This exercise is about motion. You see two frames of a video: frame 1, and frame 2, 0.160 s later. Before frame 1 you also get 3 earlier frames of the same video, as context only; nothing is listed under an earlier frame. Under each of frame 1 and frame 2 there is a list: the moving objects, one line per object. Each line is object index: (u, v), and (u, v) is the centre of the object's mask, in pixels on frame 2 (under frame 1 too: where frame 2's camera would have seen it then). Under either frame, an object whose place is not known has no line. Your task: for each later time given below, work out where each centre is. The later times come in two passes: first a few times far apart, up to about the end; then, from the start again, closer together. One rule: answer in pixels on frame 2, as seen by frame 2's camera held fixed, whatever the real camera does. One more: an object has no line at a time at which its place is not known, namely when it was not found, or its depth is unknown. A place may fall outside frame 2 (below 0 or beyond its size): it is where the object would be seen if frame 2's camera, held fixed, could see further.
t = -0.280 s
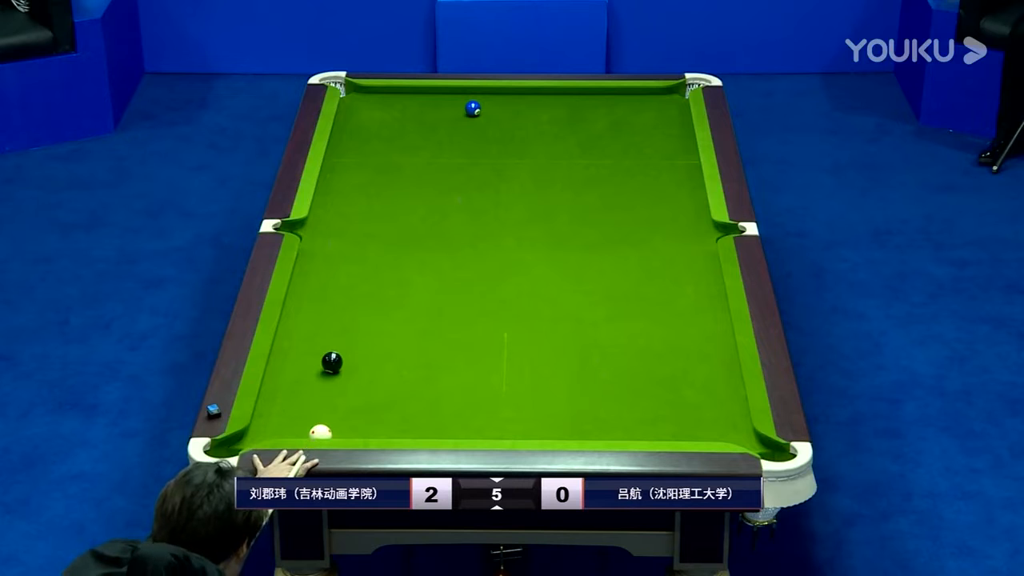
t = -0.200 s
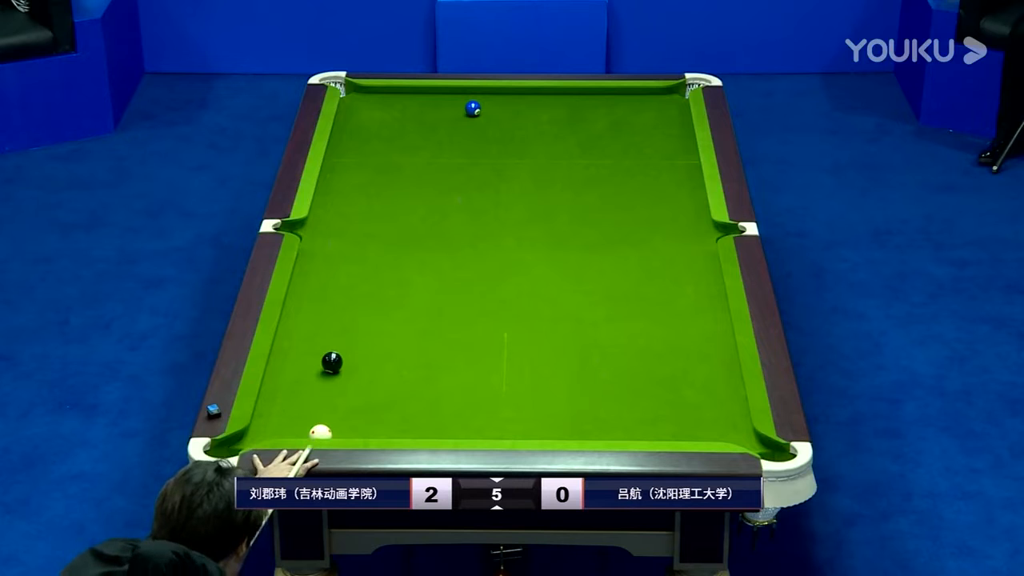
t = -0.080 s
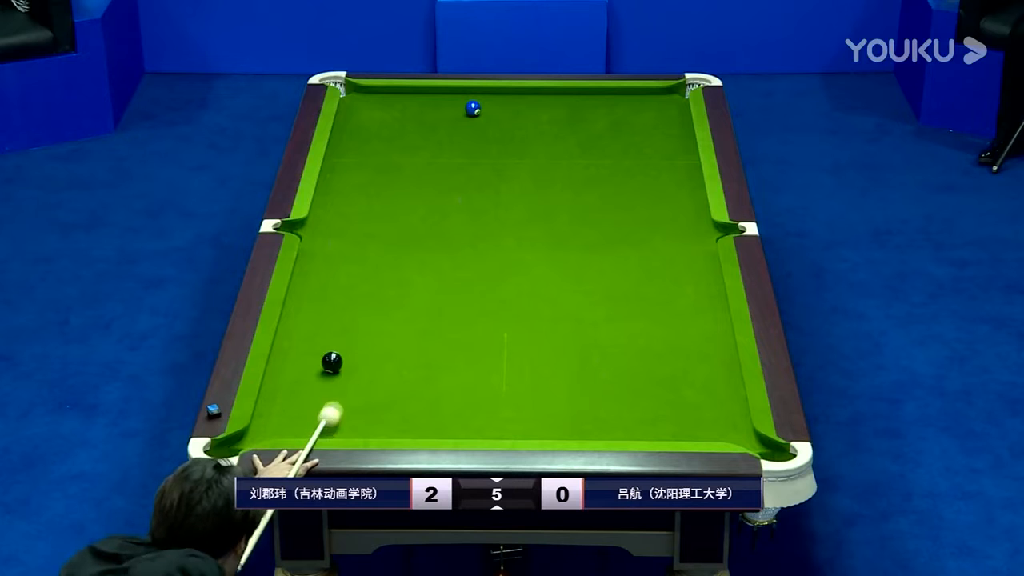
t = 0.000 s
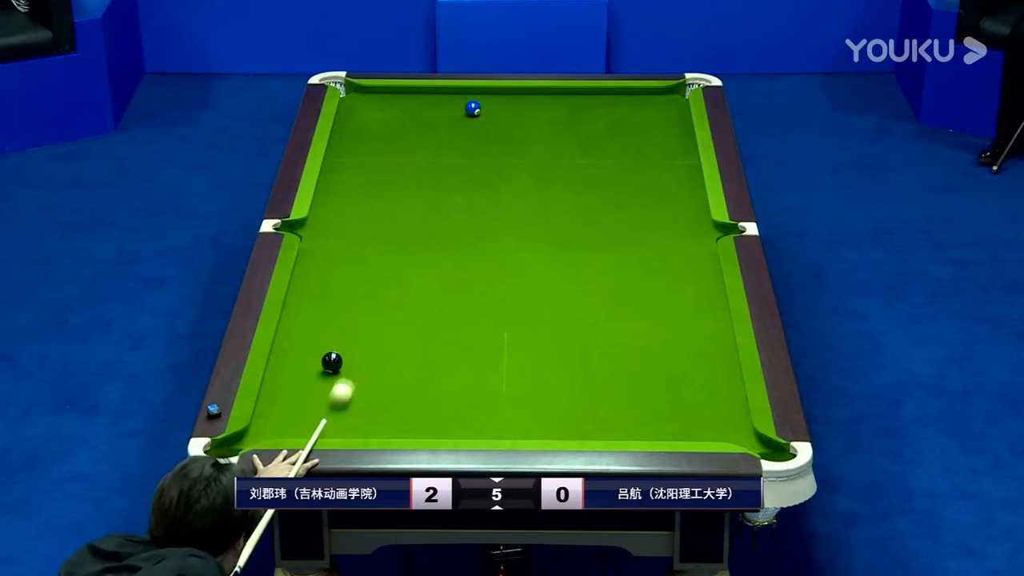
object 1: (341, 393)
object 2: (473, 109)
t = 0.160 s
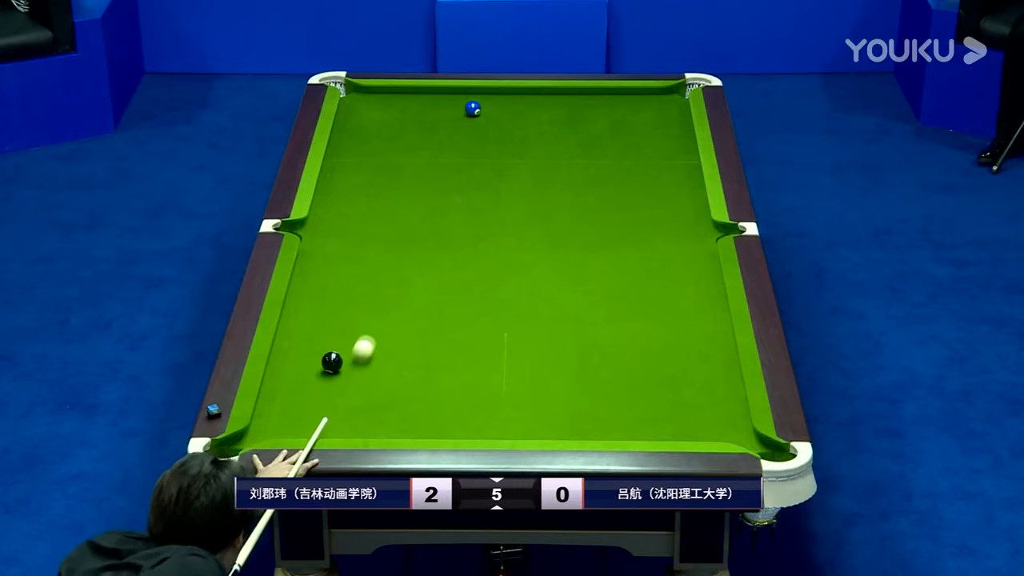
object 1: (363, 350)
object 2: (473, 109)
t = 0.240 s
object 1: (373, 329)
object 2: (473, 109)
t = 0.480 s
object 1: (401, 274)
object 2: (473, 109)
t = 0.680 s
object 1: (422, 233)
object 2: (473, 109)
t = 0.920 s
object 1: (444, 189)
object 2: (473, 109)
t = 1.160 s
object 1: (463, 149)
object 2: (472, 109)
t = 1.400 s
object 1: (482, 114)
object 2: (470, 107)
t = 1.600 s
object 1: (518, 101)
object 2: (451, 96)
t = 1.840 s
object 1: (552, 96)
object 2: (434, 96)
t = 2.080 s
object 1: (581, 106)
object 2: (420, 104)
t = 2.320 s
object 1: (610, 116)
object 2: (407, 111)
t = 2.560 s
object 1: (638, 125)
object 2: (394, 118)
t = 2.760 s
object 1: (661, 133)
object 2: (384, 124)
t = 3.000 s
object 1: (687, 142)
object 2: (372, 131)
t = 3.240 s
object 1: (674, 150)
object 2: (361, 137)
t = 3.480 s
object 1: (661, 157)
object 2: (350, 143)
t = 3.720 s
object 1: (649, 164)
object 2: (340, 149)
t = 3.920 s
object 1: (638, 169)
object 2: (333, 153)
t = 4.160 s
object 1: (627, 176)
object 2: (336, 156)
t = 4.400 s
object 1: (615, 181)
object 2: (339, 160)
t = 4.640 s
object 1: (605, 187)
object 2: (340, 163)
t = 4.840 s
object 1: (596, 191)
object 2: (341, 165)
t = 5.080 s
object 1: (587, 196)
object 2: (343, 167)
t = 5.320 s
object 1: (577, 200)
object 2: (344, 168)
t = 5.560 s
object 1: (569, 203)
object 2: (345, 169)
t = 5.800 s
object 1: (561, 206)
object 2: (345, 170)
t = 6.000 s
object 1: (555, 209)
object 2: (344, 170)
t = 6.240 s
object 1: (550, 211)
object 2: (344, 170)
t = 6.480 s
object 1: (545, 213)
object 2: (344, 170)
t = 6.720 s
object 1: (542, 216)
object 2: (344, 170)
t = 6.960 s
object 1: (539, 217)
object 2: (344, 170)
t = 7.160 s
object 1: (538, 218)
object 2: (344, 169)
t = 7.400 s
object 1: (538, 218)
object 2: (344, 170)
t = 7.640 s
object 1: (537, 219)
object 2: (344, 170)
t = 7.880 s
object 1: (538, 219)
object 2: (344, 170)
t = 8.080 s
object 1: (538, 219)
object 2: (344, 170)
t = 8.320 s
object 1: (538, 219)
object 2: (344, 170)
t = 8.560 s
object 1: (538, 219)
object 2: (344, 170)
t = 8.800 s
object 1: (538, 219)
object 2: (344, 170)
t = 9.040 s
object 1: (537, 219)
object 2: (344, 170)
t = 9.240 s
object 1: (538, 219)
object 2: (344, 170)
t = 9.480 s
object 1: (538, 219)
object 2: (344, 170)
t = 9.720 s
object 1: (538, 219)
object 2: (344, 170)
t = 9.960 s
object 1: (538, 219)
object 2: (344, 170)
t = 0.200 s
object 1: (368, 340)
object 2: (473, 109)
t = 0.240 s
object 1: (373, 329)
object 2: (473, 109)
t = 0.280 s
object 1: (378, 320)
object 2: (473, 109)
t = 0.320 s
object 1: (383, 311)
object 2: (473, 109)
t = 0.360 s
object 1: (388, 301)
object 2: (473, 109)
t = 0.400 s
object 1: (392, 292)
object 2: (473, 109)
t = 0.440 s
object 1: (397, 283)
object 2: (473, 109)
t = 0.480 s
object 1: (401, 274)
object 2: (473, 109)
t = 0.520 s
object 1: (405, 266)
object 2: (473, 109)
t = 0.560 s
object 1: (410, 258)
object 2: (473, 109)
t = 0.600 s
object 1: (414, 249)
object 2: (473, 109)
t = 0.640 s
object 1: (418, 241)
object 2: (473, 109)
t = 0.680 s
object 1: (422, 233)
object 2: (473, 109)
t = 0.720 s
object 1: (426, 226)
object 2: (473, 109)
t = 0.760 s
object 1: (429, 218)
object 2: (473, 109)
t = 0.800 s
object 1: (433, 211)
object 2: (473, 109)
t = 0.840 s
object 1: (437, 204)
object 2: (473, 109)
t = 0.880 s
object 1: (440, 196)
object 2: (473, 109)
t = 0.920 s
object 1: (444, 189)
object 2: (473, 109)
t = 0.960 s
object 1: (447, 183)
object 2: (473, 109)
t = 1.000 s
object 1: (451, 176)
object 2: (473, 109)
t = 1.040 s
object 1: (454, 169)
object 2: (473, 109)
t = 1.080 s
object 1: (457, 163)
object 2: (473, 109)
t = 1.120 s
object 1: (460, 156)
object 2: (473, 109)
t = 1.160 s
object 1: (463, 149)
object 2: (472, 109)
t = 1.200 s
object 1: (467, 144)
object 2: (473, 109)
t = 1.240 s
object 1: (470, 137)
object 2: (473, 109)
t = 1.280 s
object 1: (472, 131)
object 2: (473, 109)
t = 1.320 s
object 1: (475, 125)
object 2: (473, 108)
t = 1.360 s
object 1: (478, 120)
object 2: (472, 107)
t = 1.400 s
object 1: (482, 114)
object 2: (470, 107)
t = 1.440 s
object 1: (488, 111)
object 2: (468, 106)
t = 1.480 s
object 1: (496, 109)
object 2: (463, 103)
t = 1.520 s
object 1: (504, 106)
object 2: (459, 101)
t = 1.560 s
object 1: (511, 103)
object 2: (455, 98)
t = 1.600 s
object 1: (518, 101)
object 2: (451, 96)
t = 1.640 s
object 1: (524, 98)
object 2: (448, 94)
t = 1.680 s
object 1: (531, 95)
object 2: (444, 92)
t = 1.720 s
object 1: (537, 92)
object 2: (441, 92)
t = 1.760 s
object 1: (543, 92)
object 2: (439, 93)
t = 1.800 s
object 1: (547, 94)
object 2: (436, 95)
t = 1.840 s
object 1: (552, 96)
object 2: (434, 96)
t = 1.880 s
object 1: (557, 98)
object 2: (432, 97)
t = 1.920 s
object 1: (562, 100)
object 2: (429, 99)
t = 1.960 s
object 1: (567, 101)
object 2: (427, 100)
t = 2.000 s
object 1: (572, 103)
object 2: (425, 101)
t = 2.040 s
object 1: (577, 104)
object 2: (423, 102)
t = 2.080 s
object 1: (581, 106)
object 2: (420, 104)
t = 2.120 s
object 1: (586, 108)
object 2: (418, 105)
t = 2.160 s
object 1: (591, 109)
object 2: (416, 106)
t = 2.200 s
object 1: (596, 111)
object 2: (414, 108)
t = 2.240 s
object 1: (601, 112)
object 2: (411, 109)
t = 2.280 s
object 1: (605, 114)
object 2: (409, 110)
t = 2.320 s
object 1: (610, 116)
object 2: (407, 111)
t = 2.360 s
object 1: (615, 117)
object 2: (405, 112)
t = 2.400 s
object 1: (619, 119)
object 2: (402, 114)
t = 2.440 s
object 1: (624, 120)
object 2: (400, 115)
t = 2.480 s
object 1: (629, 122)
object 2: (398, 116)
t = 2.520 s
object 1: (634, 124)
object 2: (396, 117)
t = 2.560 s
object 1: (638, 125)
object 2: (394, 118)
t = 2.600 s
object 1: (643, 127)
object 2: (392, 120)
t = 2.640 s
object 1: (647, 128)
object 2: (390, 121)
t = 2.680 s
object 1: (652, 130)
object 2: (388, 122)
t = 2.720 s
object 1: (657, 131)
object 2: (386, 123)
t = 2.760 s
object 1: (661, 133)
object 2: (384, 124)
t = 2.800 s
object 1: (666, 134)
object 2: (382, 125)
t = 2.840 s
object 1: (670, 136)
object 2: (380, 127)
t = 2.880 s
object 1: (675, 138)
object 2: (378, 128)
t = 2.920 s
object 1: (679, 139)
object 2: (376, 129)
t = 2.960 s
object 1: (683, 141)
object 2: (374, 130)
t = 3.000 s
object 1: (687, 142)
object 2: (372, 131)
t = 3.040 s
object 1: (686, 143)
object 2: (370, 132)
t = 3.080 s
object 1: (683, 145)
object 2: (368, 133)
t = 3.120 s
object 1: (681, 146)
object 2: (366, 134)
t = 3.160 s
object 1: (679, 147)
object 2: (364, 135)
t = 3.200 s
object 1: (677, 148)
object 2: (363, 136)
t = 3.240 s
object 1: (674, 150)
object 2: (361, 137)
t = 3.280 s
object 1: (672, 151)
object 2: (359, 138)
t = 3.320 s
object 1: (670, 152)
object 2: (357, 139)
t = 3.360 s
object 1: (668, 153)
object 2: (356, 140)
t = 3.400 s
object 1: (666, 155)
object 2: (354, 141)
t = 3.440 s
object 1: (663, 156)
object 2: (352, 142)
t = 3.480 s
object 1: (661, 157)
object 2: (350, 143)
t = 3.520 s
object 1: (659, 158)
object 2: (349, 144)
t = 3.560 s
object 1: (657, 159)
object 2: (347, 145)
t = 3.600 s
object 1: (655, 160)
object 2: (345, 146)
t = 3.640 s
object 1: (653, 162)
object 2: (343, 146)
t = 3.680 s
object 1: (650, 163)
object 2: (342, 148)
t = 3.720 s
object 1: (649, 164)
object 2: (340, 149)
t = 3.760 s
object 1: (647, 165)
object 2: (339, 150)
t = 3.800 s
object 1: (644, 166)
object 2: (337, 150)
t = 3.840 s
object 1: (642, 167)
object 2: (336, 151)
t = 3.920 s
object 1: (638, 169)
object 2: (333, 153)
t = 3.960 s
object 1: (637, 170)
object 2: (333, 153)
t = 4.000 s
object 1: (634, 172)
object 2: (334, 154)
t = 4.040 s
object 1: (632, 173)
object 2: (334, 155)
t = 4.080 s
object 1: (630, 173)
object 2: (335, 155)
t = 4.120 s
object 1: (629, 175)
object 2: (335, 156)
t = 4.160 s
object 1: (627, 176)
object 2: (336, 156)
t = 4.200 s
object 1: (625, 176)
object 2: (336, 157)
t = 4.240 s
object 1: (623, 177)
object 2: (337, 157)
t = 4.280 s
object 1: (621, 178)
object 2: (337, 158)
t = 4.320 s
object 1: (619, 180)
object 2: (338, 159)
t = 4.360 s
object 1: (617, 180)
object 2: (338, 159)
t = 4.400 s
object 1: (615, 181)
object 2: (339, 160)
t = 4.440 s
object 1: (614, 182)
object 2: (339, 160)
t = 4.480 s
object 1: (612, 183)
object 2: (339, 161)
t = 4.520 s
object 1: (610, 184)
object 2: (340, 161)
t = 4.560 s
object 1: (608, 185)
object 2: (340, 162)
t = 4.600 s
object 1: (606, 186)
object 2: (340, 163)
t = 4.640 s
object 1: (605, 187)
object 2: (340, 163)
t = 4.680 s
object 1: (603, 188)
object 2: (341, 163)
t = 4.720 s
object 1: (601, 188)
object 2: (341, 164)
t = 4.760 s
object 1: (600, 189)
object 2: (341, 164)
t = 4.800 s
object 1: (598, 190)
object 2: (341, 164)
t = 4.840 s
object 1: (596, 191)
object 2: (341, 165)
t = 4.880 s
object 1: (595, 192)
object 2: (342, 165)
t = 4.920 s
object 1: (593, 193)
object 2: (342, 165)
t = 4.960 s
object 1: (591, 193)
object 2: (342, 166)
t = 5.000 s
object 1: (590, 194)
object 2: (342, 166)
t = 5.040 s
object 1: (588, 195)
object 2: (343, 166)
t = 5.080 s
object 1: (587, 196)
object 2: (343, 167)
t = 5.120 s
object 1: (585, 196)
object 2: (343, 167)
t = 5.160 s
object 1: (584, 197)
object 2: (343, 167)
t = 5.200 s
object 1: (582, 198)
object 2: (344, 167)
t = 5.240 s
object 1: (580, 198)
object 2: (344, 168)
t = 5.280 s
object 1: (579, 199)
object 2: (344, 168)
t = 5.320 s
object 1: (577, 200)
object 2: (344, 168)
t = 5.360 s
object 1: (576, 200)
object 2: (345, 168)
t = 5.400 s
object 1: (575, 201)
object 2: (345, 169)
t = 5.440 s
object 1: (573, 202)
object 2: (345, 169)
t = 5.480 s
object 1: (572, 202)
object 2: (345, 169)
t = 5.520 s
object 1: (570, 203)
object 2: (345, 169)
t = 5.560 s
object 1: (569, 203)
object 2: (345, 169)
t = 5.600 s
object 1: (567, 204)
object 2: (345, 169)
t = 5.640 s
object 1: (566, 204)
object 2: (345, 169)
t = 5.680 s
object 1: (565, 205)
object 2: (345, 169)
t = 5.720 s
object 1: (564, 205)
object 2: (345, 170)
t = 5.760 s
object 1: (562, 206)
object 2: (345, 169)
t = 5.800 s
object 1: (561, 206)
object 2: (345, 170)
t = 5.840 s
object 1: (560, 207)
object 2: (345, 170)
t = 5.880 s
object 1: (559, 207)
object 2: (344, 170)
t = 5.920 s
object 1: (558, 208)
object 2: (344, 170)
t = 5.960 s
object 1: (557, 208)
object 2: (344, 170)
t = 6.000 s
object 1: (555, 209)
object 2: (344, 170)
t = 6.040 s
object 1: (554, 209)
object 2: (344, 170)
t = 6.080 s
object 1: (553, 210)
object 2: (344, 170)
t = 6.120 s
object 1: (552, 210)
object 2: (344, 170)
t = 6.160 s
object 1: (551, 210)
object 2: (344, 170)
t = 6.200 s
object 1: (551, 211)
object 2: (344, 170)
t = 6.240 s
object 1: (550, 211)
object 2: (344, 170)
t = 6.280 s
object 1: (549, 212)
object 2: (344, 170)
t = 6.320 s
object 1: (548, 212)
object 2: (344, 170)
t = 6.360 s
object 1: (547, 213)
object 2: (344, 170)
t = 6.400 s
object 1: (546, 213)
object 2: (344, 170)
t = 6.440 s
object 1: (546, 213)
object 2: (344, 170)
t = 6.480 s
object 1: (545, 213)
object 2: (344, 170)
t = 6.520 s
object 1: (544, 214)
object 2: (344, 170)
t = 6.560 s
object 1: (544, 214)
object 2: (344, 170)
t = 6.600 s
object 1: (543, 215)
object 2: (344, 170)
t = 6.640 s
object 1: (543, 215)
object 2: (344, 170)
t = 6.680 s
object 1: (542, 215)
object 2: (344, 170)
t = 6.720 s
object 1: (542, 216)
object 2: (344, 170)
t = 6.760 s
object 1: (541, 216)
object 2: (344, 170)
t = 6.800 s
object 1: (541, 216)
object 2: (344, 170)
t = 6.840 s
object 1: (540, 216)
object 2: (344, 170)
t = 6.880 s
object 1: (540, 216)
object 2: (344, 170)
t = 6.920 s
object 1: (540, 217)
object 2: (344, 170)
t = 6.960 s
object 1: (539, 217)
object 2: (344, 170)
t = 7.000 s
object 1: (539, 217)
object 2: (344, 170)
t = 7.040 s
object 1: (539, 217)
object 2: (344, 170)
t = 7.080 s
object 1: (539, 217)
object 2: (344, 170)
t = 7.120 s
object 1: (538, 218)
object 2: (344, 170)
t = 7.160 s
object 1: (538, 218)
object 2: (344, 169)
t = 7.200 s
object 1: (538, 218)
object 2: (344, 170)
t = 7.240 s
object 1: (538, 218)
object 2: (344, 169)
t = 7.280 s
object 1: (538, 218)
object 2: (344, 169)
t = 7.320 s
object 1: (538, 218)
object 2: (344, 170)
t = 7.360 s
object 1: (538, 218)
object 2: (344, 169)
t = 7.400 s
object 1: (538, 218)
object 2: (344, 170)
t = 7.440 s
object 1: (538, 219)
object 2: (344, 170)
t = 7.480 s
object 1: (538, 219)
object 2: (344, 170)
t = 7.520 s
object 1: (538, 219)
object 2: (344, 170)
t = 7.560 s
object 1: (538, 219)
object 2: (344, 169)
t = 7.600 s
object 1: (538, 219)
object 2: (344, 169)
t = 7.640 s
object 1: (537, 219)
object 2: (344, 170)
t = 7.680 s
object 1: (537, 219)
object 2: (344, 170)
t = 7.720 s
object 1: (537, 219)
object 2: (344, 170)
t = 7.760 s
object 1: (537, 219)
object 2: (344, 170)
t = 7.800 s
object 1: (538, 219)
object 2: (344, 169)
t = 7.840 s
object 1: (538, 219)
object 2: (344, 170)
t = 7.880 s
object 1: (538, 219)
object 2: (344, 170)
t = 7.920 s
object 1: (538, 219)
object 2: (344, 170)
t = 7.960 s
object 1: (538, 219)
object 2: (344, 170)
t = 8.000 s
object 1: (538, 219)
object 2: (344, 170)
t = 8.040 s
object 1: (538, 219)
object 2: (344, 170)
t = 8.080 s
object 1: (538, 219)
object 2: (344, 170)
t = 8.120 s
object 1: (538, 219)
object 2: (344, 170)
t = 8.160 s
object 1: (538, 219)
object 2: (344, 170)
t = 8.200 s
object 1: (538, 219)
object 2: (344, 170)
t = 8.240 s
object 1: (538, 219)
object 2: (344, 170)
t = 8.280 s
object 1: (538, 219)
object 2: (344, 170)
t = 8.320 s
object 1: (538, 219)
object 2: (344, 170)
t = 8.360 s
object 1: (538, 219)
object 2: (344, 170)
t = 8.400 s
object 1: (538, 219)
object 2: (344, 170)
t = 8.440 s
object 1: (538, 219)
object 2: (344, 170)
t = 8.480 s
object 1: (538, 219)
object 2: (344, 170)
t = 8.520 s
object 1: (538, 219)
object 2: (344, 170)
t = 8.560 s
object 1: (538, 219)
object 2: (344, 170)
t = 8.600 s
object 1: (538, 219)
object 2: (344, 170)
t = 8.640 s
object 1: (538, 219)
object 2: (344, 170)
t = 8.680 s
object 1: (538, 219)
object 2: (344, 170)
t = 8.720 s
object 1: (538, 219)
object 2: (344, 170)
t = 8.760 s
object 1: (538, 219)
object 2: (344, 170)
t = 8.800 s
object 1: (538, 219)
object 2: (344, 170)
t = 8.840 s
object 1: (538, 219)
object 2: (344, 170)
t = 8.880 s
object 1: (537, 219)
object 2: (344, 170)
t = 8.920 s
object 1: (537, 219)
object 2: (344, 170)
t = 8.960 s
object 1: (537, 219)
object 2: (344, 170)
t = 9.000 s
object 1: (537, 219)
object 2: (344, 170)
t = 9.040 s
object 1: (537, 219)
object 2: (344, 170)
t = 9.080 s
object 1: (537, 219)
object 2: (344, 170)
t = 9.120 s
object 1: (537, 219)
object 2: (344, 170)
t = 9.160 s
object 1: (537, 219)
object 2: (344, 170)
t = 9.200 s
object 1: (537, 219)
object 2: (344, 170)
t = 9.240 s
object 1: (538, 219)
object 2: (344, 170)
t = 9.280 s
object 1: (537, 219)
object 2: (344, 170)
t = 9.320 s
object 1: (538, 219)
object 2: (344, 170)
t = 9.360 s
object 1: (538, 219)
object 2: (344, 170)
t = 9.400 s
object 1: (538, 219)
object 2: (344, 170)
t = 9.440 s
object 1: (538, 219)
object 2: (344, 170)
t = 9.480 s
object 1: (538, 219)
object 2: (344, 170)
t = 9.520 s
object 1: (538, 219)
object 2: (344, 170)
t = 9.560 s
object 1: (538, 219)
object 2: (344, 170)
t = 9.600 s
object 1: (538, 219)
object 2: (344, 170)
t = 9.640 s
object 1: (538, 219)
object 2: (344, 170)
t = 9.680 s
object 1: (538, 219)
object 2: (344, 170)
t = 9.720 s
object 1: (538, 219)
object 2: (344, 170)
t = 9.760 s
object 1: (538, 219)
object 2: (344, 170)
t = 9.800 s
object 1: (538, 219)
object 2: (344, 170)
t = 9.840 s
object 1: (538, 219)
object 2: (344, 170)
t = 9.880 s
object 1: (538, 219)
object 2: (344, 170)
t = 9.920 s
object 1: (538, 219)
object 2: (344, 170)
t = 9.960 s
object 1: (538, 219)
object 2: (344, 170)
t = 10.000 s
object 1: (538, 219)
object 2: (344, 170)
